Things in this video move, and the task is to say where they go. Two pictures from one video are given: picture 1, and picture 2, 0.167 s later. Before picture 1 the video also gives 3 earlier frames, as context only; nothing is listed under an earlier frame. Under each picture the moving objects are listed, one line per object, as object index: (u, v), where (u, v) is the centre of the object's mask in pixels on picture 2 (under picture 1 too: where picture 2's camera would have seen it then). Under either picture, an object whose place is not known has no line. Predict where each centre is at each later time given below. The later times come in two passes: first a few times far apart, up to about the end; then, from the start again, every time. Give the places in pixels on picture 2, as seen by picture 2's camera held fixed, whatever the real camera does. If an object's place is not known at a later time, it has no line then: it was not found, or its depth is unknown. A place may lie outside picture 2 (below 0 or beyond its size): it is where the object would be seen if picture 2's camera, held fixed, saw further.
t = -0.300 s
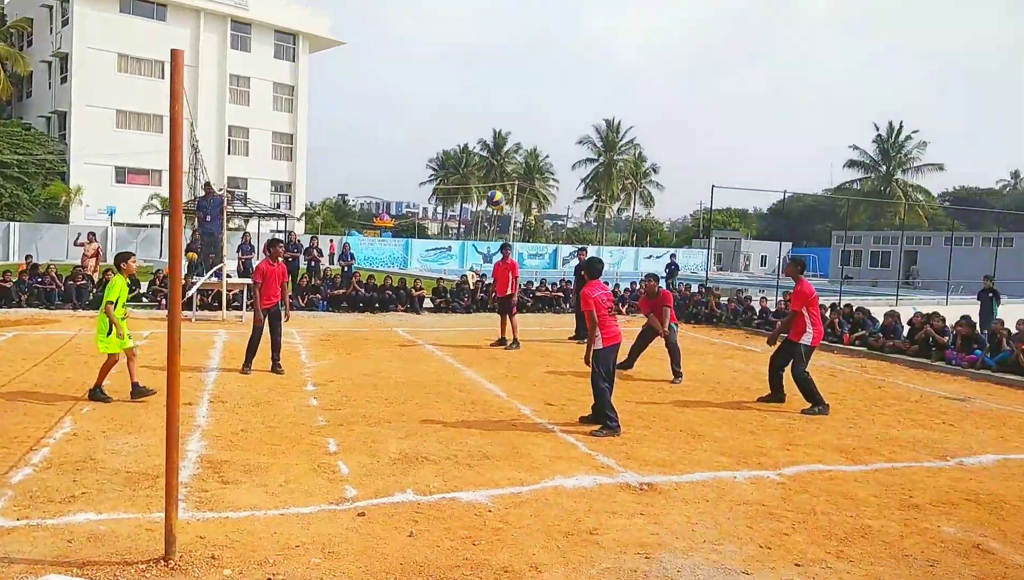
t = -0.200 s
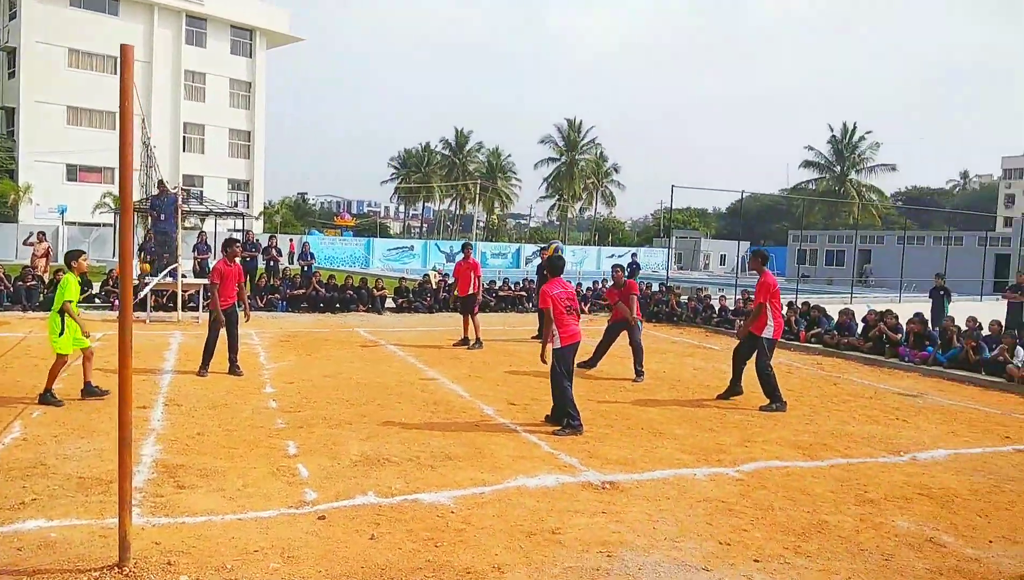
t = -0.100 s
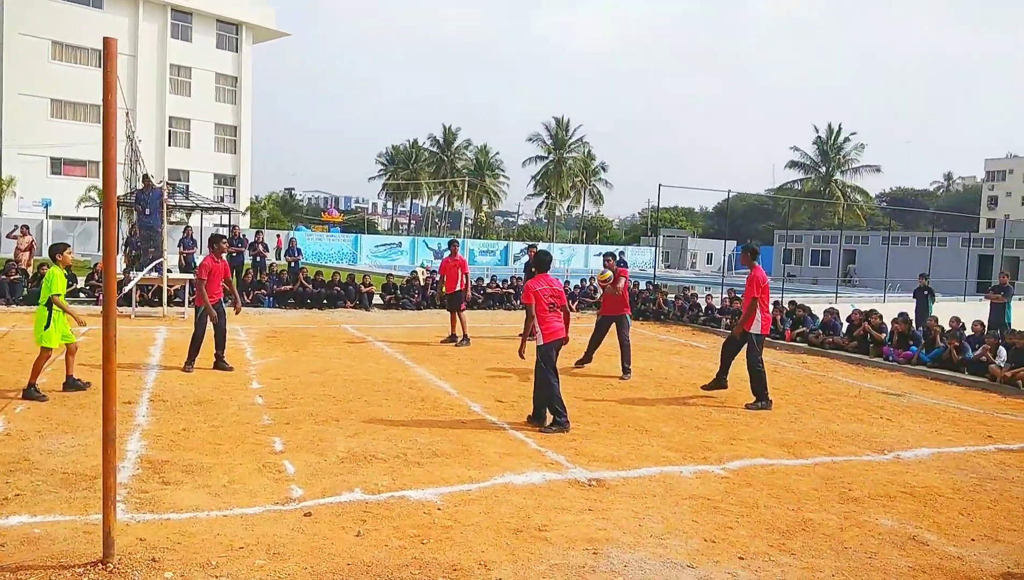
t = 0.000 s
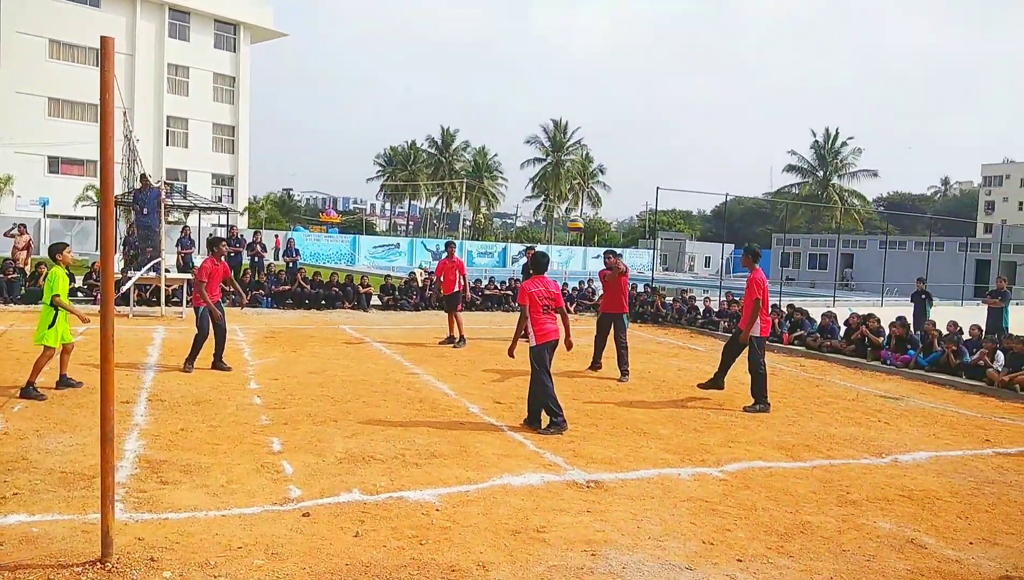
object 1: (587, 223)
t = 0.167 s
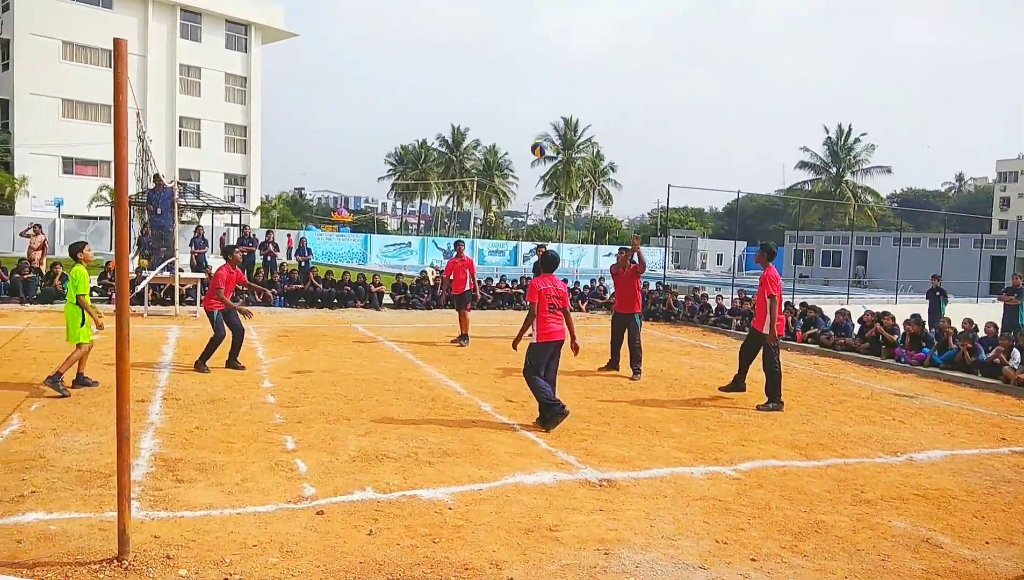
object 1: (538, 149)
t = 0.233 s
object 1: (520, 124)
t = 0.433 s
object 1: (461, 71)
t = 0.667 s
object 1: (389, 48)
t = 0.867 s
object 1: (323, 66)
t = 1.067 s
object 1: (258, 120)
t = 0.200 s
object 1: (529, 136)
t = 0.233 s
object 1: (520, 124)
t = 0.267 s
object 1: (510, 112)
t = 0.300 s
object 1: (500, 102)
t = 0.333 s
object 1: (490, 93)
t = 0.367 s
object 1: (481, 85)
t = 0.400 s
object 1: (471, 77)
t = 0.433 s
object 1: (461, 71)
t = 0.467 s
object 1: (451, 65)
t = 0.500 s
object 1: (441, 61)
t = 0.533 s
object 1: (431, 56)
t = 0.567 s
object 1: (420, 52)
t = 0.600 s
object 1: (409, 51)
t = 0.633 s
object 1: (399, 49)
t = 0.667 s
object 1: (389, 48)
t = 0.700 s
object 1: (378, 48)
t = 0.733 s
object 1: (367, 50)
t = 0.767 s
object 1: (356, 52)
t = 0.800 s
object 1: (345, 56)
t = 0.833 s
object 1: (334, 60)
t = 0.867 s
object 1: (323, 66)
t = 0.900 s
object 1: (313, 72)
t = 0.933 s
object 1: (302, 80)
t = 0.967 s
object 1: (291, 89)
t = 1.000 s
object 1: (280, 99)
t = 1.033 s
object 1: (269, 109)
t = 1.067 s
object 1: (258, 120)
